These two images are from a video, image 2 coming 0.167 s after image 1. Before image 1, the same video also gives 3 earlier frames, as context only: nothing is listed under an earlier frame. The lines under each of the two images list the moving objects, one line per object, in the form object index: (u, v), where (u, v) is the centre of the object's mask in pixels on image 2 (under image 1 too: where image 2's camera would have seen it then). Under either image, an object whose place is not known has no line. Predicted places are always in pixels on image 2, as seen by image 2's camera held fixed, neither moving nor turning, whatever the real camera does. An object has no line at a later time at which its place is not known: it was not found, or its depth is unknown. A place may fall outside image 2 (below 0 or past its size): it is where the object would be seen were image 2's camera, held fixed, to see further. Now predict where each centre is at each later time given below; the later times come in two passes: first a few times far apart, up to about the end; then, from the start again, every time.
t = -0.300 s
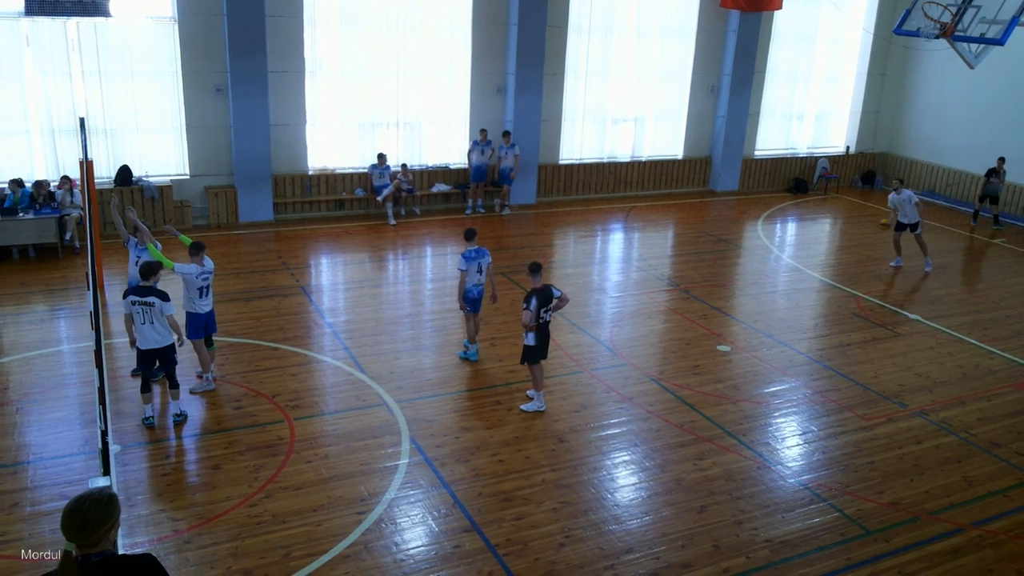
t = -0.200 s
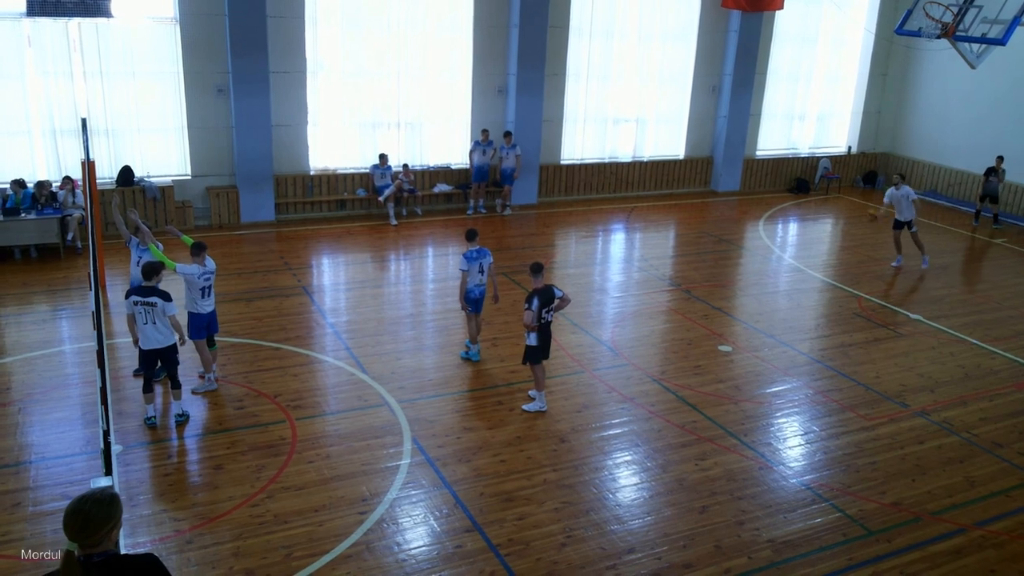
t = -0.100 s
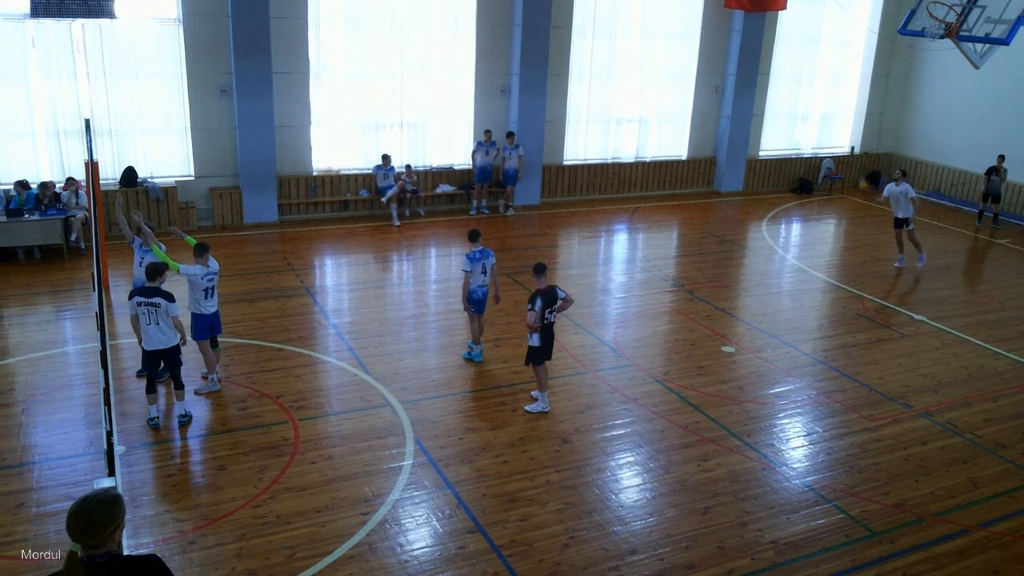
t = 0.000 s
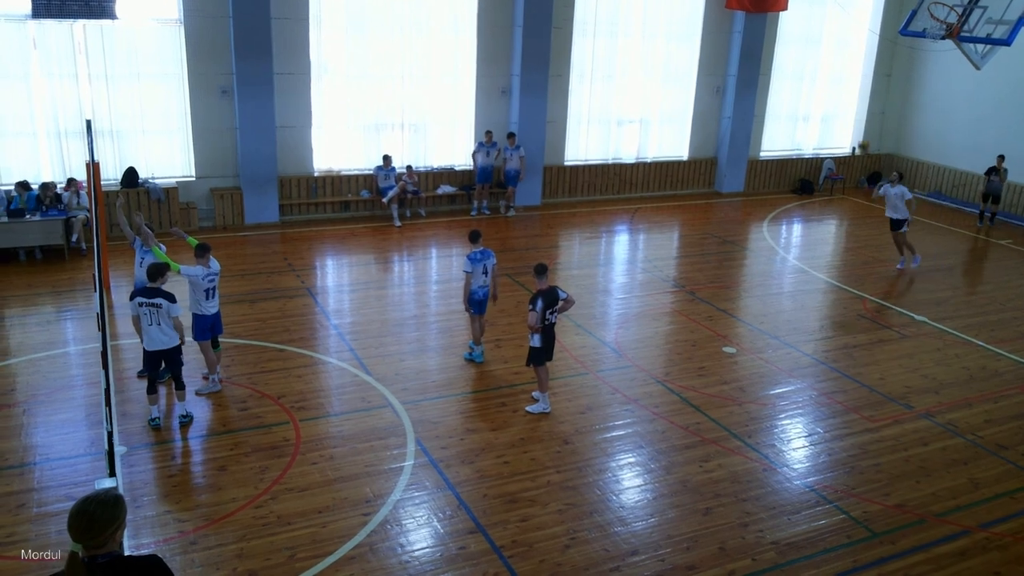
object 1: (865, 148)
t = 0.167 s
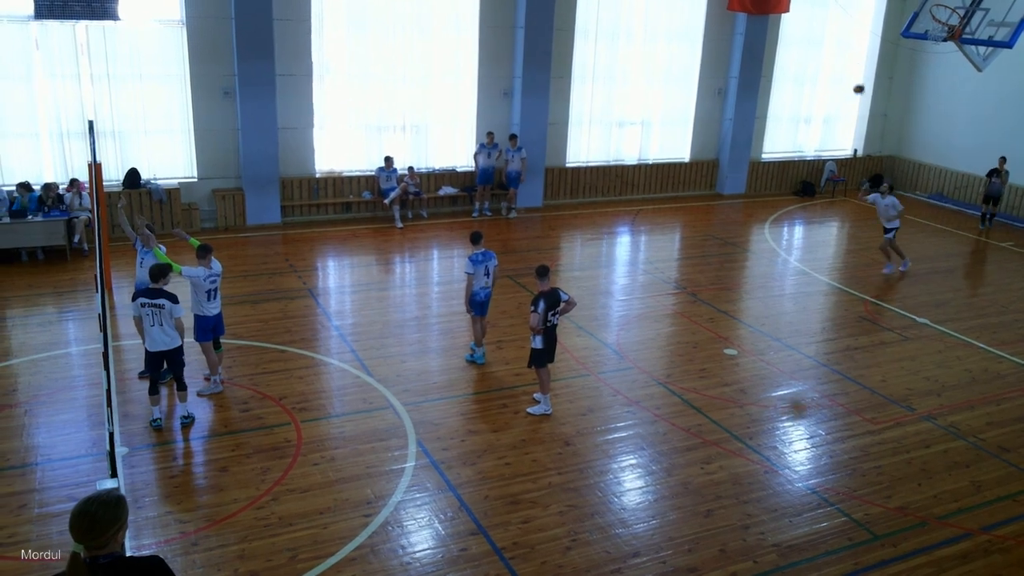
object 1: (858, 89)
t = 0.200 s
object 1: (857, 79)
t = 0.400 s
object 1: (844, 30)
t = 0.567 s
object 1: (830, 6)
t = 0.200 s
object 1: (857, 79)
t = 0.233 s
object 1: (855, 69)
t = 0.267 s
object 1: (853, 60)
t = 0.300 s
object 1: (851, 51)
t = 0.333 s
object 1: (849, 44)
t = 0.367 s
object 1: (846, 36)
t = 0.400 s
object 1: (844, 30)
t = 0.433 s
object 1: (842, 23)
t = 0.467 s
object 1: (839, 18)
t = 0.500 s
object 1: (836, 13)
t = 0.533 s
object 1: (833, 10)
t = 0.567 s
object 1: (830, 6)
